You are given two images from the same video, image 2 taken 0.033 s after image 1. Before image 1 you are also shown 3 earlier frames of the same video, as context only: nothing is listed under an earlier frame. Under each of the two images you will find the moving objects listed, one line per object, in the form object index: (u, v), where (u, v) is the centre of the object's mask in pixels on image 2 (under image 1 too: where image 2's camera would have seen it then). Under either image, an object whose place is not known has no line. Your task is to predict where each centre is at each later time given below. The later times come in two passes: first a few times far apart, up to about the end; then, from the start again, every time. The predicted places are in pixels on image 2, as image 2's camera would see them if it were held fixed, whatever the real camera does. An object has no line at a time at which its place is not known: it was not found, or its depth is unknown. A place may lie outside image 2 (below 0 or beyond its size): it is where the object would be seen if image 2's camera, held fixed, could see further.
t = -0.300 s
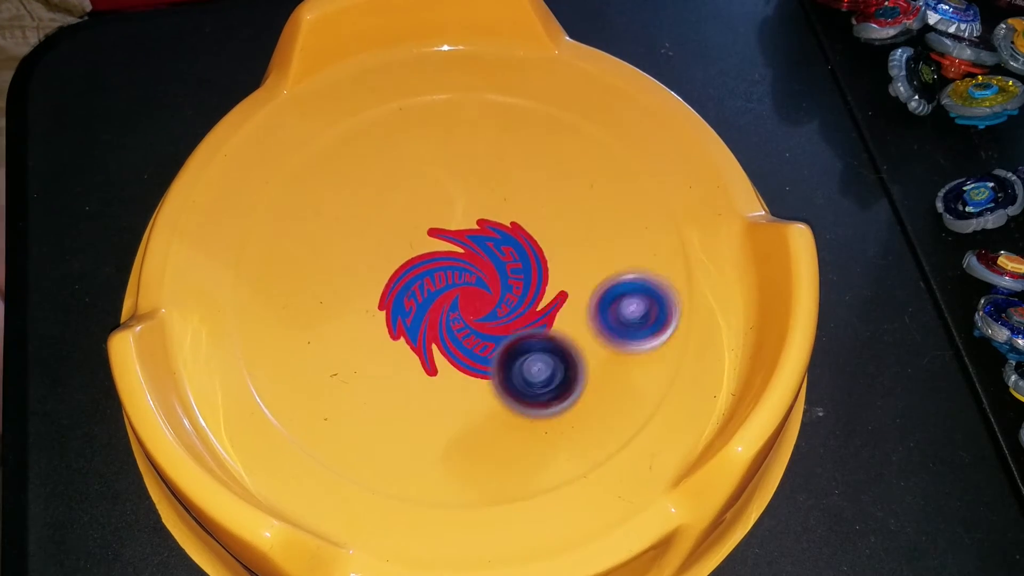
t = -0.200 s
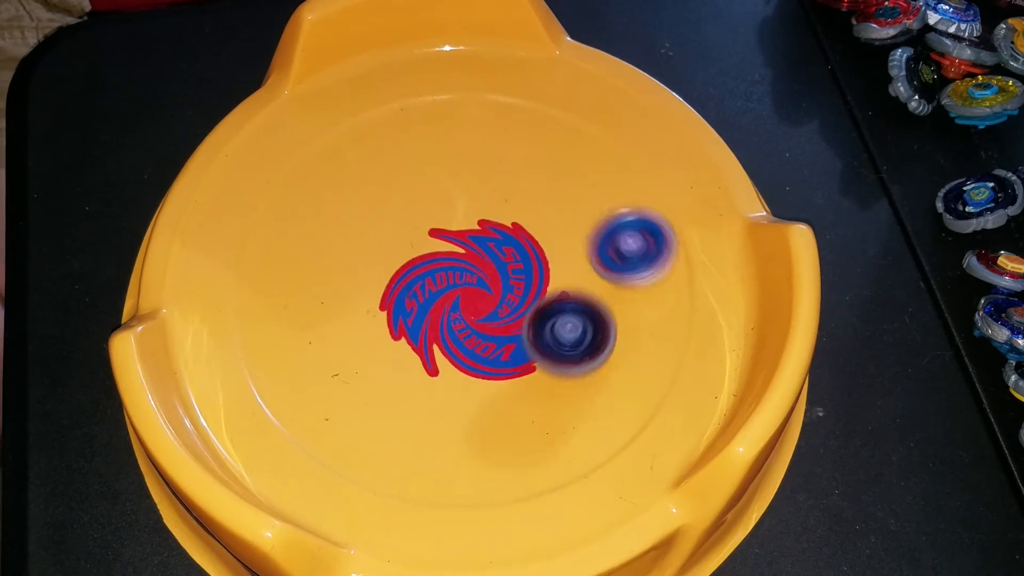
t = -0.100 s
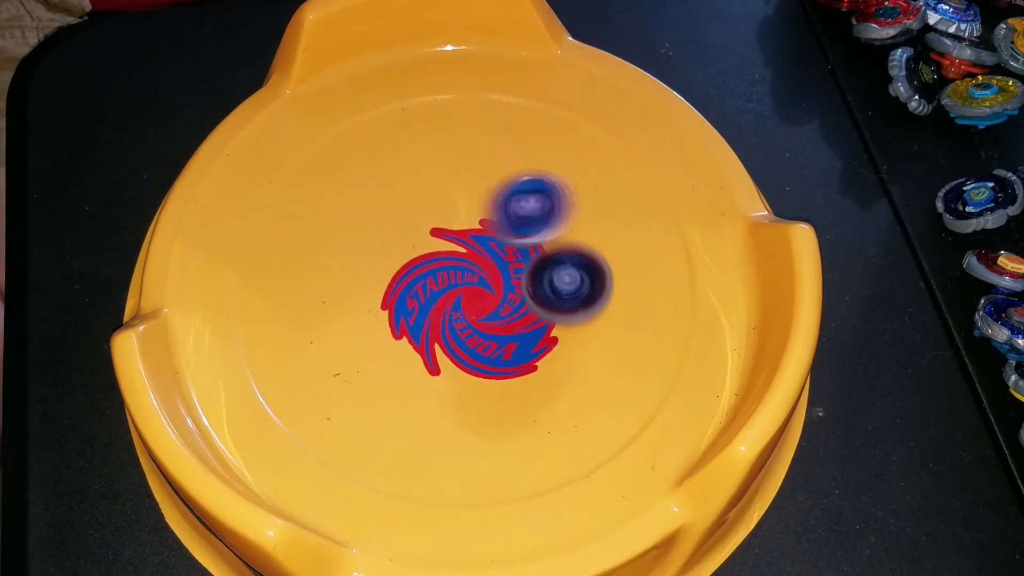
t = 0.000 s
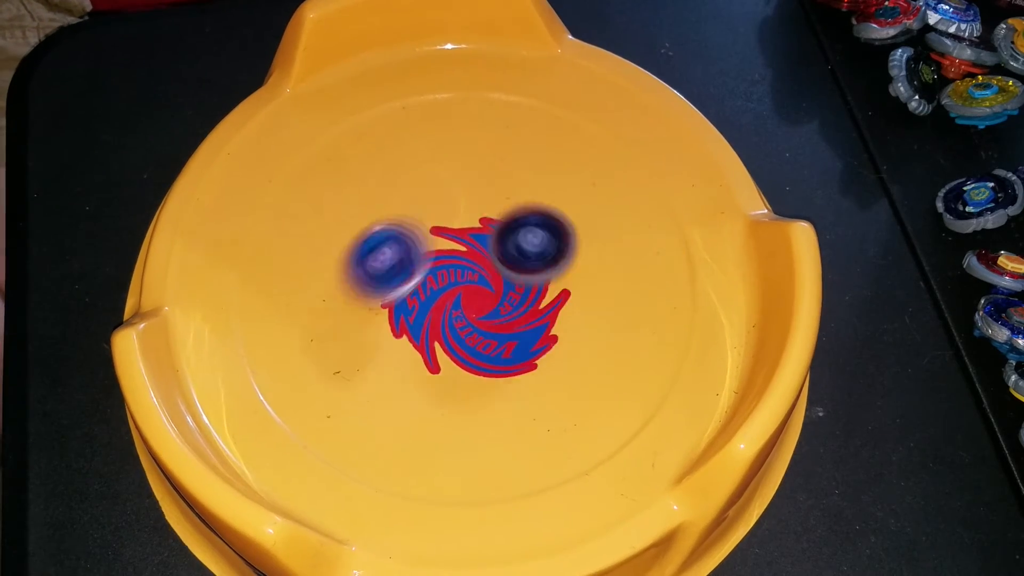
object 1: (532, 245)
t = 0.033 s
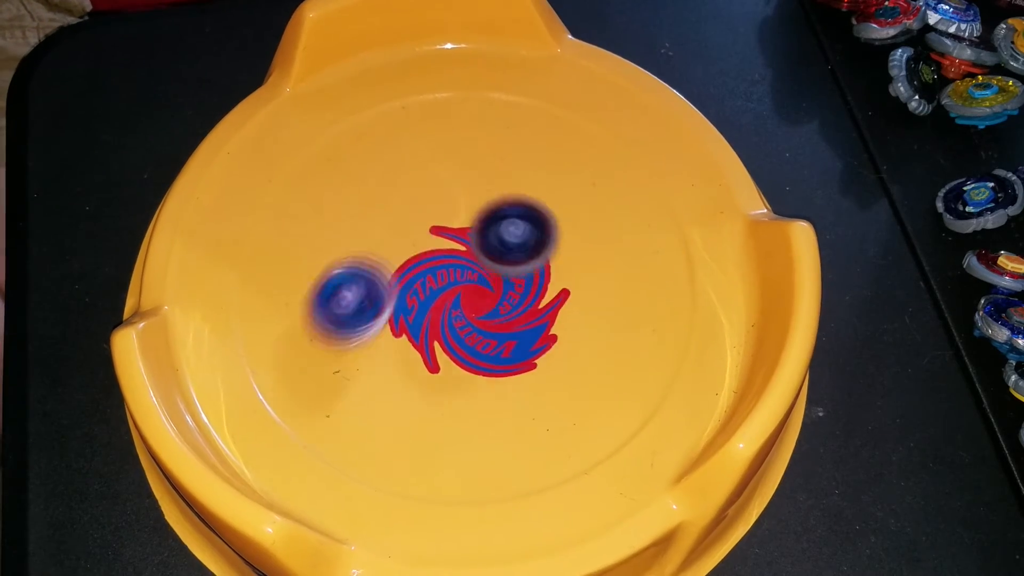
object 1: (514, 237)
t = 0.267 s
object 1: (376, 271)
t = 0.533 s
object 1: (382, 387)
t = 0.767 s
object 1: (497, 384)
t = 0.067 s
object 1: (494, 231)
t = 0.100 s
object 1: (472, 229)
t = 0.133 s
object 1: (451, 230)
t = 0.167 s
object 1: (432, 235)
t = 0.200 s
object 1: (412, 245)
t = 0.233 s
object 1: (393, 257)
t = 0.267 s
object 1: (376, 271)
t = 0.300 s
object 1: (363, 283)
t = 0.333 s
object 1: (354, 296)
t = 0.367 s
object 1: (350, 311)
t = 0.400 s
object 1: (350, 327)
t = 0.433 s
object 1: (353, 343)
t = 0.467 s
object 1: (360, 359)
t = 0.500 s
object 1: (369, 374)
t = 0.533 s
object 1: (382, 387)
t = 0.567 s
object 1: (397, 397)
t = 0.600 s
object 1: (414, 403)
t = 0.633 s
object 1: (432, 407)
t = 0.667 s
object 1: (450, 406)
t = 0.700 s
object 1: (467, 402)
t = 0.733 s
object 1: (483, 394)
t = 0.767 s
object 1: (497, 384)
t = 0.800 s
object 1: (506, 372)
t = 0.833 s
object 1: (511, 359)
